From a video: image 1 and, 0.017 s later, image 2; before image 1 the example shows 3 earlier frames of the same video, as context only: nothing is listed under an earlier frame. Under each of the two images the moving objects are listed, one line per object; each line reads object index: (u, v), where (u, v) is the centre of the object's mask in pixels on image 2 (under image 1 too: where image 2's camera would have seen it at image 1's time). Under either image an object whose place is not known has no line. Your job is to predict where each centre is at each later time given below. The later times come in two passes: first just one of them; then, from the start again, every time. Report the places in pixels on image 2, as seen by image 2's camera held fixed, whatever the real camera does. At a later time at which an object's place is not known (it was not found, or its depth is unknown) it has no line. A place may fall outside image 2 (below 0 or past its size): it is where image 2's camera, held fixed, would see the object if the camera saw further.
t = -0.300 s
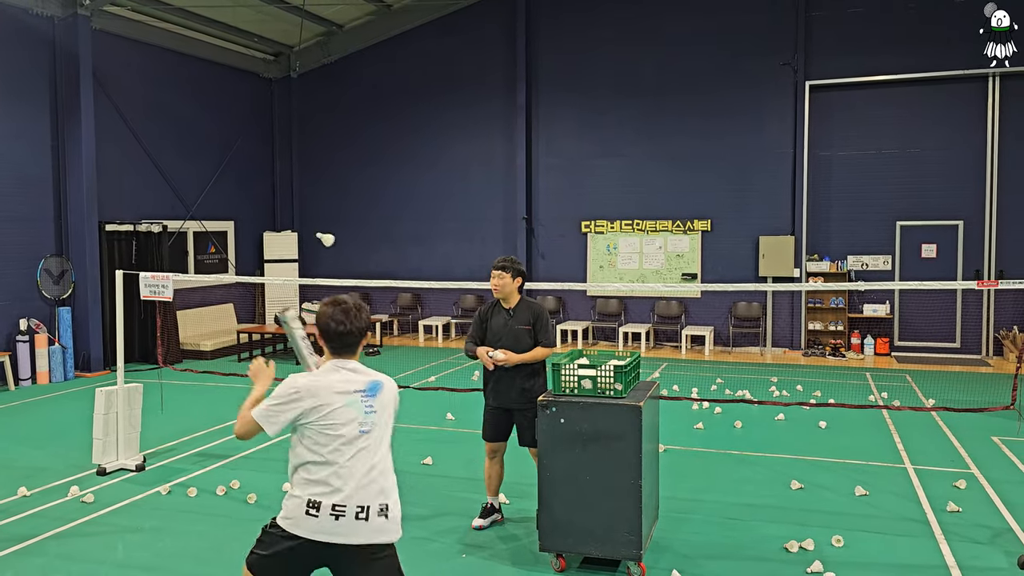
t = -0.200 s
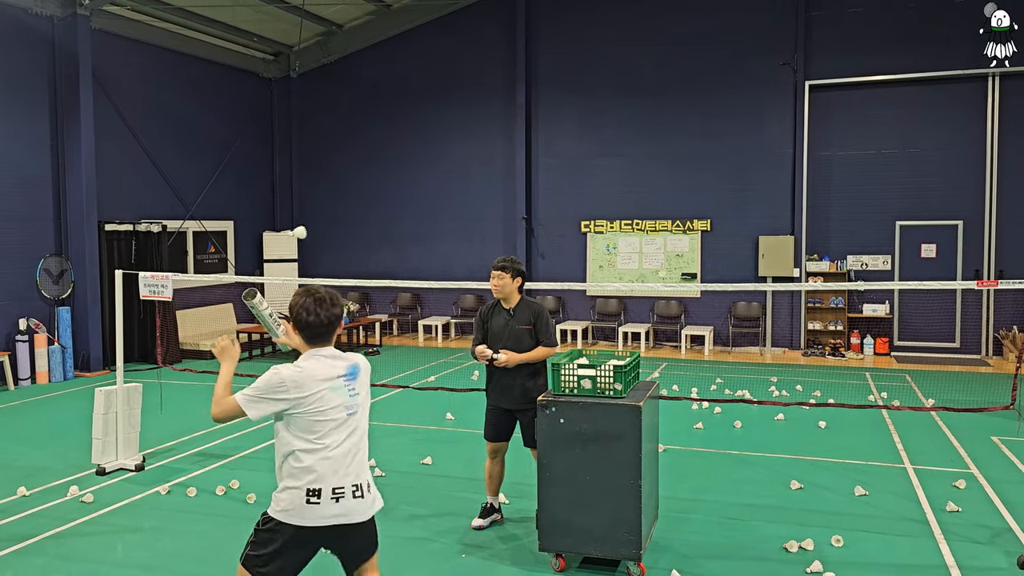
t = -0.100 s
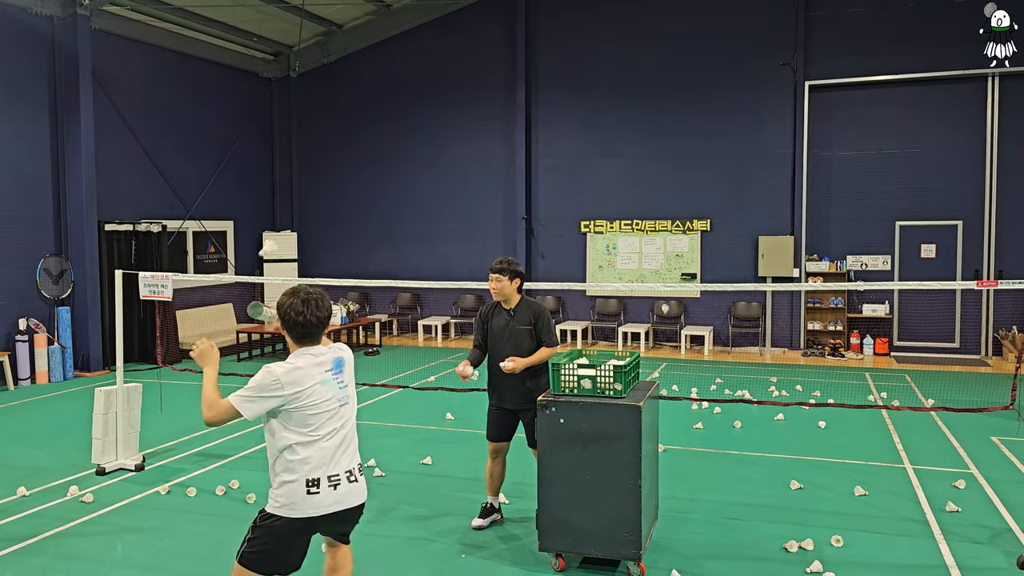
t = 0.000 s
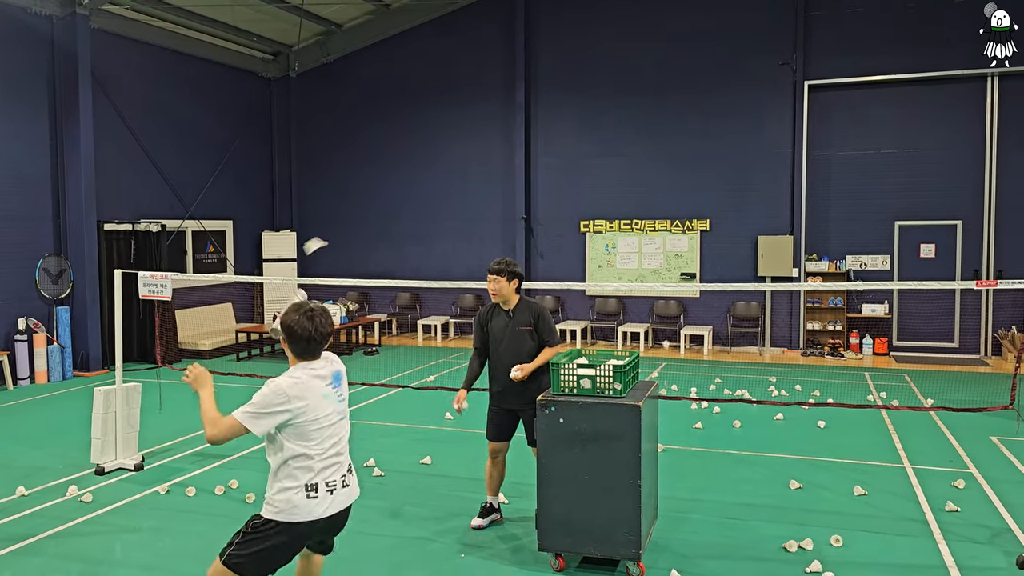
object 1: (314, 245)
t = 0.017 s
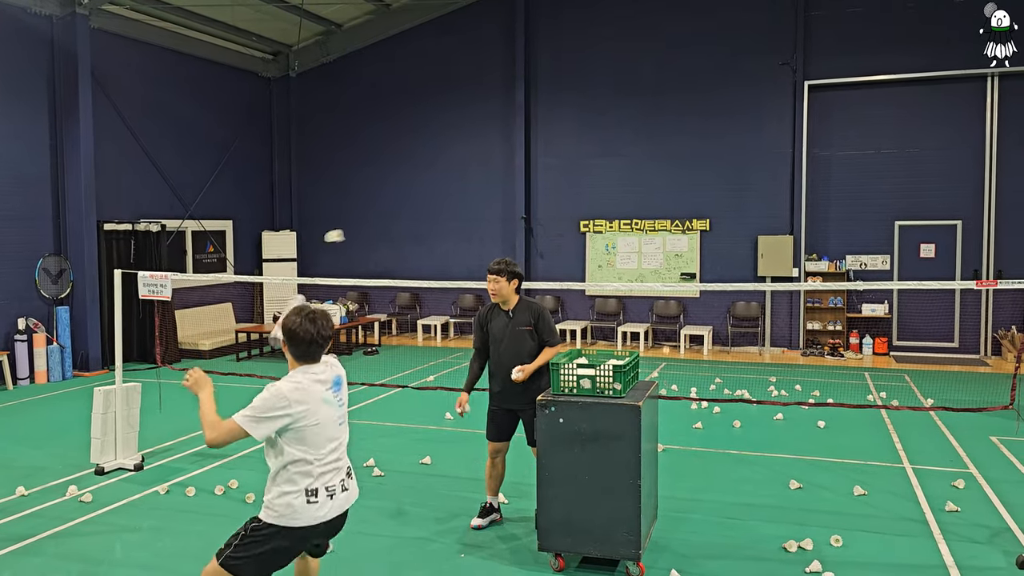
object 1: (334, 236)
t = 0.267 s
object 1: (462, 229)
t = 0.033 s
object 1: (353, 233)
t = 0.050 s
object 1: (367, 233)
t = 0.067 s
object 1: (378, 231)
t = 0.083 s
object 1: (388, 228)
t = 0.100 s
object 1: (397, 225)
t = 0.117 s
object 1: (406, 223)
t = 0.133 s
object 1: (415, 221)
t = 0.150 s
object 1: (423, 221)
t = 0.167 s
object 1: (431, 221)
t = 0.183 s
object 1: (437, 222)
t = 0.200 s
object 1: (443, 223)
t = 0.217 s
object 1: (449, 224)
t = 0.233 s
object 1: (454, 226)
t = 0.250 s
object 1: (458, 227)
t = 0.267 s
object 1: (462, 229)
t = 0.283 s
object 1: (467, 230)
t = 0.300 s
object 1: (470, 232)
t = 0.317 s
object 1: (474, 234)
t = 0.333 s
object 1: (478, 236)
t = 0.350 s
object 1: (481, 239)
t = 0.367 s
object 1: (484, 241)
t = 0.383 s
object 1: (488, 244)
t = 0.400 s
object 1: (491, 247)
